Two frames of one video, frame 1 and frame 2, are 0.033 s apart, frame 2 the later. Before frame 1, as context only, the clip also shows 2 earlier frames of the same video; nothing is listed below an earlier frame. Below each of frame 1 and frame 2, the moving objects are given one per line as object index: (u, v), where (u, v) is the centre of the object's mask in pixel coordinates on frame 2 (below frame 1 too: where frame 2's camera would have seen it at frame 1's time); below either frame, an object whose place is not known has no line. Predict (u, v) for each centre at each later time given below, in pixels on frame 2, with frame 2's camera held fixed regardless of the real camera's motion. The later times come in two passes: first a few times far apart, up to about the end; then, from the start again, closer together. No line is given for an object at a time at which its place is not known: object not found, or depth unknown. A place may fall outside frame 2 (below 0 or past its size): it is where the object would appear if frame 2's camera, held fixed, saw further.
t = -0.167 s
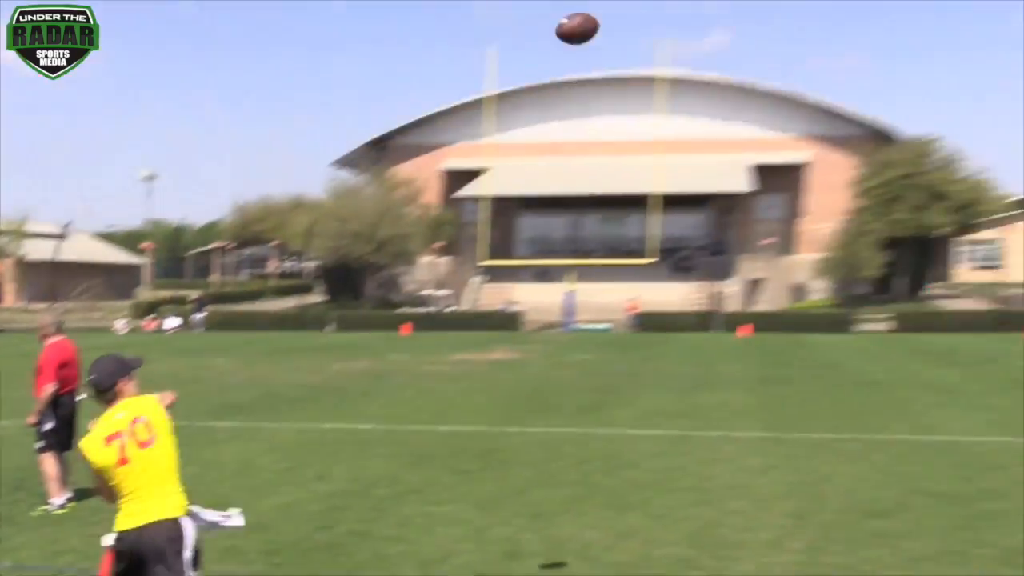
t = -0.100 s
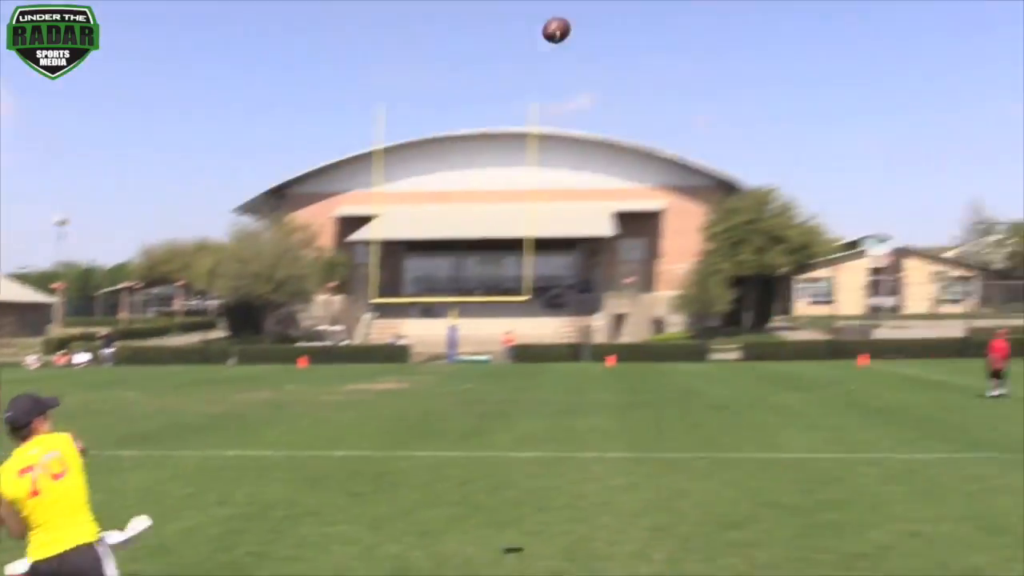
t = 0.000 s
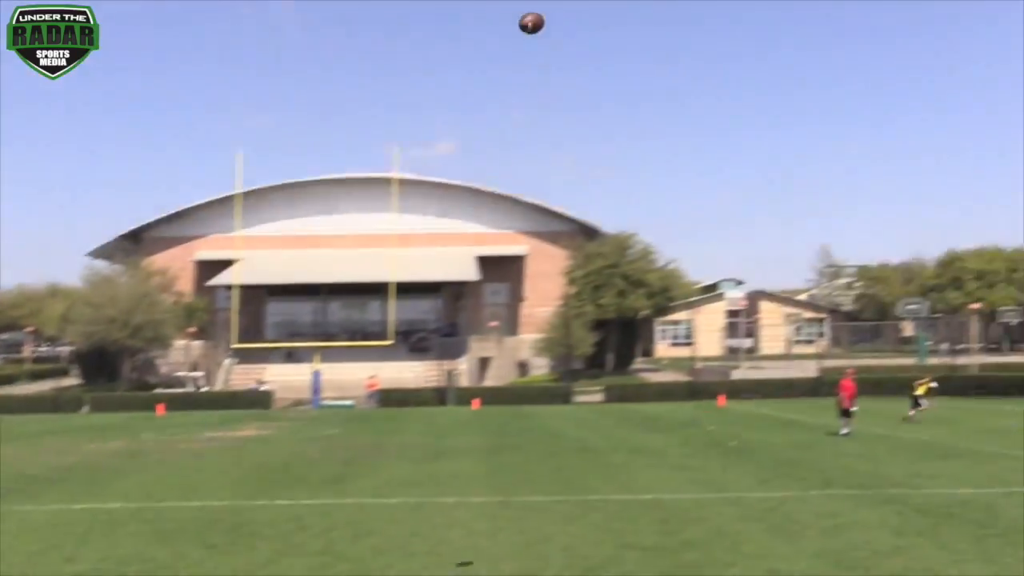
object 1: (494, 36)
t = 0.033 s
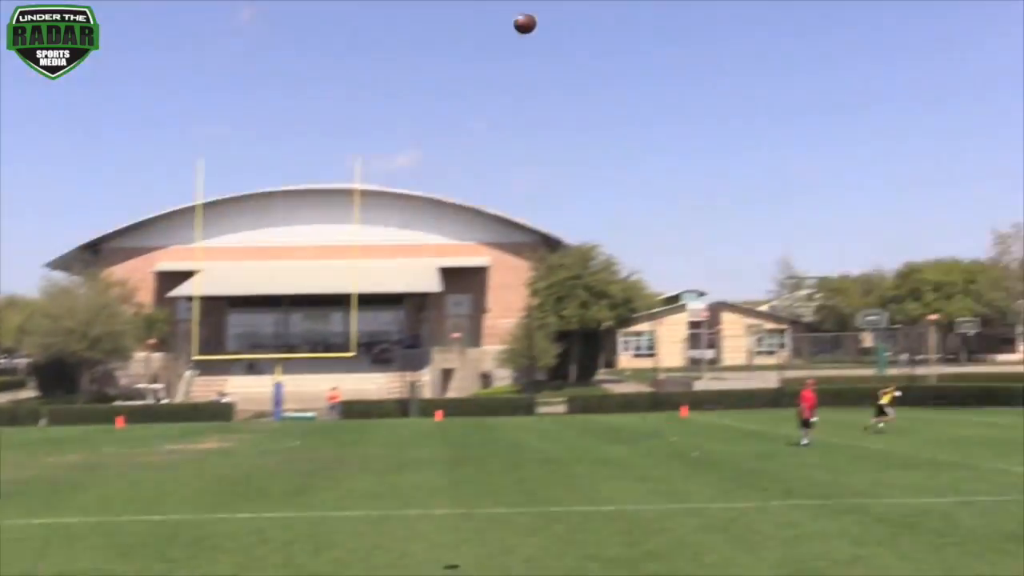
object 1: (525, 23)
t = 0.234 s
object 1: (661, -14)
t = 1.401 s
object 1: (914, 221)
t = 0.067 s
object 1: (552, 13)
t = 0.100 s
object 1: (577, 4)
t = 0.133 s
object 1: (600, -3)
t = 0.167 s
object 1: (621, -8)
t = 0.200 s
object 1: (641, -12)
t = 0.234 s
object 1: (661, -14)
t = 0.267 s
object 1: (677, -14)
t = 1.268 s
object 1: (906, 184)
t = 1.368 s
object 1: (913, 212)
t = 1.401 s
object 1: (914, 221)
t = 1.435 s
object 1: (916, 230)
